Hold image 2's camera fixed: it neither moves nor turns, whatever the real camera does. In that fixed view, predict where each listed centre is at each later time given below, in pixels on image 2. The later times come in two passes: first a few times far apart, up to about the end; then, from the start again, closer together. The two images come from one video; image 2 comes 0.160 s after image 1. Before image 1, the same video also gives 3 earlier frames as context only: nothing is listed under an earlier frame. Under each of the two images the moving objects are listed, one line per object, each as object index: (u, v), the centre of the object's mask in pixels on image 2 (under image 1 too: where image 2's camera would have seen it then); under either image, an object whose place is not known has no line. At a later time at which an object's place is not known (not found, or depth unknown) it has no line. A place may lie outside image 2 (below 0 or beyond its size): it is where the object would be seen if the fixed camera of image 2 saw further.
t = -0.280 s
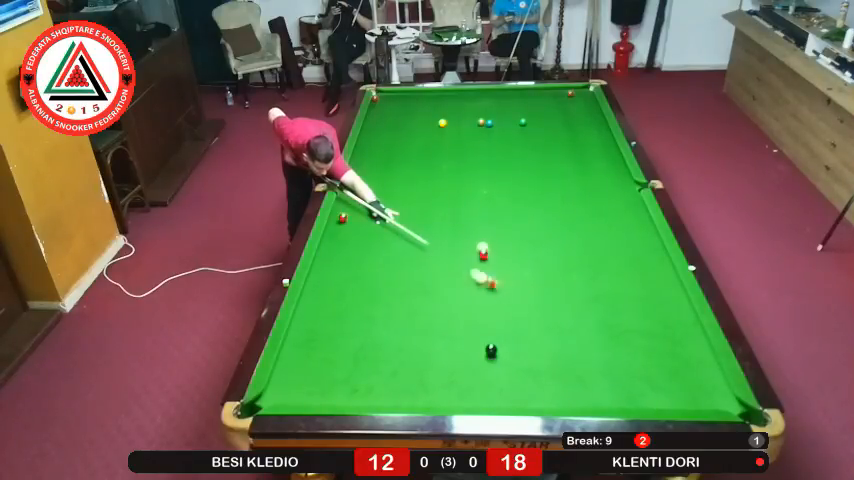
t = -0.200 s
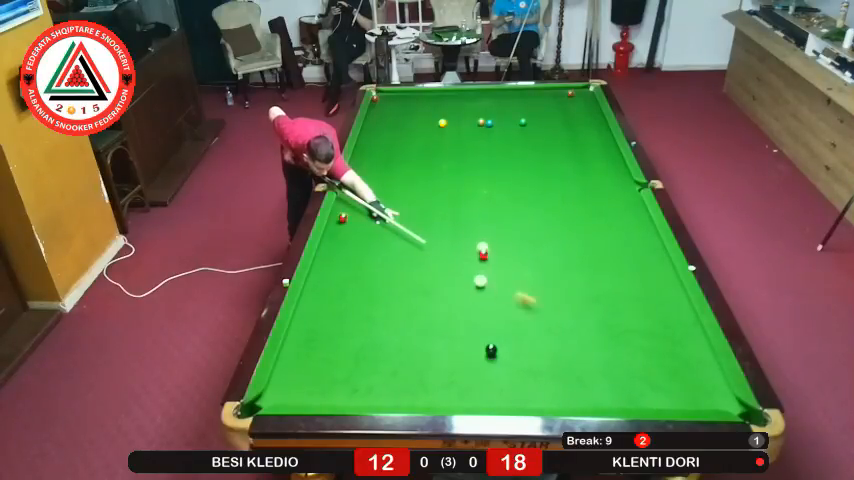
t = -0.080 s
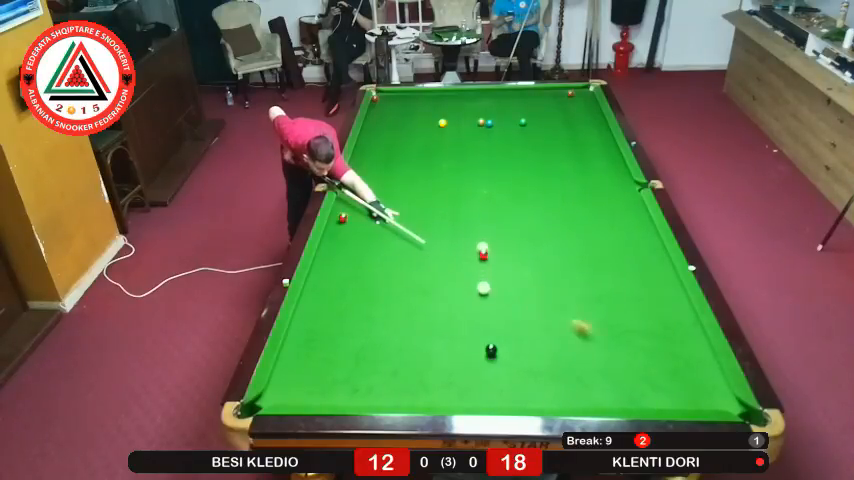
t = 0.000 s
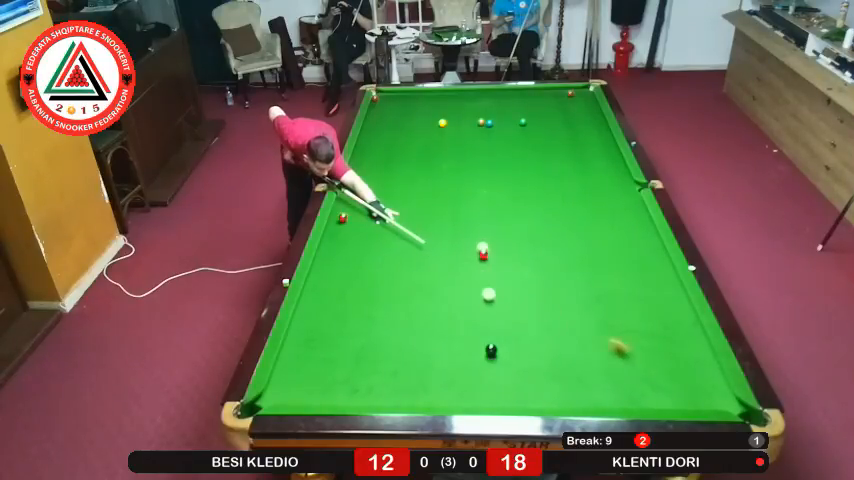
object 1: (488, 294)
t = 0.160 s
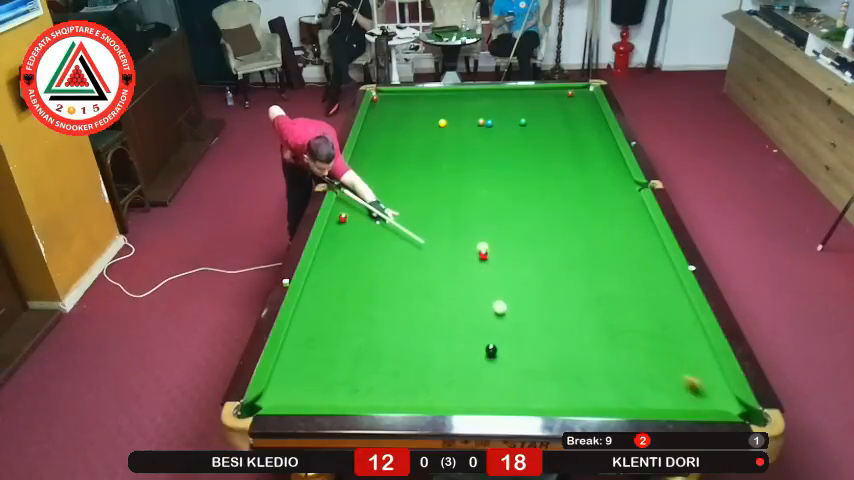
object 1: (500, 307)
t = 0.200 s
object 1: (502, 311)
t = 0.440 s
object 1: (519, 331)
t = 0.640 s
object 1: (534, 350)
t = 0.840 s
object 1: (549, 368)
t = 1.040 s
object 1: (565, 388)
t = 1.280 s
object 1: (580, 396)
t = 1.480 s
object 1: (585, 384)
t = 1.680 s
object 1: (590, 373)
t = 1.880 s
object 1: (594, 363)
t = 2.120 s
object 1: (599, 352)
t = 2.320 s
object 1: (602, 344)
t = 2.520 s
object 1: (605, 338)
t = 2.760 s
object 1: (609, 331)
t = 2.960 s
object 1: (611, 325)
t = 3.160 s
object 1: (613, 321)
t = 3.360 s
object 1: (615, 318)
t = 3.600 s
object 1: (617, 314)
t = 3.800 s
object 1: (617, 312)
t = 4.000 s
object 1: (618, 311)
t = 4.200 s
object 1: (618, 310)
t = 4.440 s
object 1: (618, 309)
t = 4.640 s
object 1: (618, 309)
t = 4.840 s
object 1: (618, 309)
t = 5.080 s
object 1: (618, 309)
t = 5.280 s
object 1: (618, 309)
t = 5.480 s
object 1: (618, 309)
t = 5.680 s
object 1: (618, 309)
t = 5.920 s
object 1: (618, 309)
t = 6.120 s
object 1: (618, 309)
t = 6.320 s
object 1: (618, 309)
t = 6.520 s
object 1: (618, 309)
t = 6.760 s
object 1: (618, 309)
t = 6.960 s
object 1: (618, 309)
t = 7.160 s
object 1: (618, 309)
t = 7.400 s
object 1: (618, 309)
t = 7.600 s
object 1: (618, 309)
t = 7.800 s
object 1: (618, 309)
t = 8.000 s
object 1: (618, 309)
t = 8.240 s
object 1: (618, 309)
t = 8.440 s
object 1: (618, 309)
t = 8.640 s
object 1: (618, 309)
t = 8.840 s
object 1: (618, 309)
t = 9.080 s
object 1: (618, 309)
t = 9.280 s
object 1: (618, 309)
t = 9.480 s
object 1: (618, 309)
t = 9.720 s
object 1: (618, 309)
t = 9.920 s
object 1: (618, 309)
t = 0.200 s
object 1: (502, 311)
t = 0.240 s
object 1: (505, 314)
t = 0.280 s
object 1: (508, 317)
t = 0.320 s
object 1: (511, 321)
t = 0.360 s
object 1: (513, 324)
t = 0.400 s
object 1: (516, 328)
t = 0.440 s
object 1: (519, 331)
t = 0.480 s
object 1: (522, 335)
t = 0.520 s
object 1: (525, 338)
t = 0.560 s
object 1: (528, 342)
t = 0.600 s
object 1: (531, 346)
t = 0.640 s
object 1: (534, 350)
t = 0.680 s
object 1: (537, 353)
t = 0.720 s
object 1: (540, 357)
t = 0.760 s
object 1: (543, 361)
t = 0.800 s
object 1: (546, 364)
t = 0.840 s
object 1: (549, 368)
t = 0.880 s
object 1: (552, 372)
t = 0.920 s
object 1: (556, 376)
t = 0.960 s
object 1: (559, 380)
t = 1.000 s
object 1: (562, 384)
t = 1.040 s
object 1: (565, 388)
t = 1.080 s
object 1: (568, 392)
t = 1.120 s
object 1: (572, 395)
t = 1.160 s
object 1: (575, 398)
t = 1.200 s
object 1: (578, 400)
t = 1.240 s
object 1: (579, 397)
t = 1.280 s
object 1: (580, 396)
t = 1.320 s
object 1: (581, 393)
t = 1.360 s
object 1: (582, 391)
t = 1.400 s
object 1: (583, 389)
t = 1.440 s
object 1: (584, 386)
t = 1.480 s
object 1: (585, 384)
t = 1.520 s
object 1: (586, 381)
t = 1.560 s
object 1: (587, 379)
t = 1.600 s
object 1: (588, 377)
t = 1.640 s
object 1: (589, 375)
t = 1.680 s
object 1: (590, 373)
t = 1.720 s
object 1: (591, 371)
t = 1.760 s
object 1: (592, 369)
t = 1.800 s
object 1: (592, 367)
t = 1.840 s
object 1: (593, 365)
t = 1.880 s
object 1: (594, 363)
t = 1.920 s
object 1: (595, 361)
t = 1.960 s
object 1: (596, 359)
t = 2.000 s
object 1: (596, 357)
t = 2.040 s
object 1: (597, 356)
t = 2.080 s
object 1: (598, 354)
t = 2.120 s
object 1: (599, 352)
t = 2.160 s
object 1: (600, 351)
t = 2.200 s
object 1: (600, 349)
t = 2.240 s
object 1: (601, 347)
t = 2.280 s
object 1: (602, 346)
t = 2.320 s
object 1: (602, 344)
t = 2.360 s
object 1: (603, 343)
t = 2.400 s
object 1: (603, 342)
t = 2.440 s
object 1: (604, 340)
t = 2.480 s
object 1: (605, 339)
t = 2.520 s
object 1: (605, 338)
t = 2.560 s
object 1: (606, 336)
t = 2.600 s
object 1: (607, 335)
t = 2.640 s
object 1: (607, 334)
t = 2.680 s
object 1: (608, 333)
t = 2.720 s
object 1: (608, 332)
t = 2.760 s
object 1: (609, 331)
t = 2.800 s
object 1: (609, 330)
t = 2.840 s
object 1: (610, 329)
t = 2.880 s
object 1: (610, 327)
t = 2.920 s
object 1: (611, 326)
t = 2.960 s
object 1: (611, 325)
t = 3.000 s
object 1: (612, 324)
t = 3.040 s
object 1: (612, 324)
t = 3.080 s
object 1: (612, 323)
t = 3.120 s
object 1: (613, 322)
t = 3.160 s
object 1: (613, 321)
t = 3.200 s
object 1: (613, 320)
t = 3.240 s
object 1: (614, 320)
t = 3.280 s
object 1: (614, 319)
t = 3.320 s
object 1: (614, 318)
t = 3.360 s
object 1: (615, 318)
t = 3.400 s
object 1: (615, 317)
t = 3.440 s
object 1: (615, 316)
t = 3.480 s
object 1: (616, 316)
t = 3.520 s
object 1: (616, 315)
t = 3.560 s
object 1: (616, 315)
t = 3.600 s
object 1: (617, 314)
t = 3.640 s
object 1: (617, 314)
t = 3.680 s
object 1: (617, 313)
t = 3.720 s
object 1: (617, 313)
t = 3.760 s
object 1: (617, 312)
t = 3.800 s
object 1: (617, 312)
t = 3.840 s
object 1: (617, 312)
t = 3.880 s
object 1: (618, 311)
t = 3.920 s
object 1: (618, 311)
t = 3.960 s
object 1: (618, 311)
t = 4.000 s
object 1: (618, 311)
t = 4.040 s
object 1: (618, 310)
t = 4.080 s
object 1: (618, 310)
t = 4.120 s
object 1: (618, 310)
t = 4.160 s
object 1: (618, 310)
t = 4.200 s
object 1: (618, 310)
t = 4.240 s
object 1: (618, 310)
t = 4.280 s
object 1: (618, 310)
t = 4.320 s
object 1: (618, 309)
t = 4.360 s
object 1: (618, 309)
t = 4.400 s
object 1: (618, 309)
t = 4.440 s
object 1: (618, 309)
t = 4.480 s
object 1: (618, 309)
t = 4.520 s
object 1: (618, 309)
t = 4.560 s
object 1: (618, 309)
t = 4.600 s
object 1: (618, 309)
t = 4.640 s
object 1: (618, 309)
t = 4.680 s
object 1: (618, 309)
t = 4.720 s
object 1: (618, 309)
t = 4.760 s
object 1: (618, 309)
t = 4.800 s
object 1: (618, 309)
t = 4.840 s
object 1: (618, 309)
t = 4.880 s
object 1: (618, 309)
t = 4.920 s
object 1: (618, 309)
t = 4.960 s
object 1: (618, 309)
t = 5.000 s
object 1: (618, 309)
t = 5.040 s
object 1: (618, 309)
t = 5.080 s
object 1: (618, 309)
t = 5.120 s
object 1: (618, 309)
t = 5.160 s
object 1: (618, 309)
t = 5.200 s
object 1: (618, 309)
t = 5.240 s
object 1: (618, 309)
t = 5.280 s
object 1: (618, 309)
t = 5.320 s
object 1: (618, 309)
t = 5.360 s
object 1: (618, 309)
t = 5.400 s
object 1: (618, 309)
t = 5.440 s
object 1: (618, 309)
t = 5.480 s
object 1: (618, 309)
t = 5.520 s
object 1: (618, 309)
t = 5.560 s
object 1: (618, 309)
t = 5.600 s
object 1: (618, 309)
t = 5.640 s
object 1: (618, 309)
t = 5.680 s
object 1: (618, 309)
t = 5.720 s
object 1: (618, 309)
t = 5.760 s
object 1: (618, 309)
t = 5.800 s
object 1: (618, 309)
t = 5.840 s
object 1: (618, 309)
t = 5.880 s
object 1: (618, 309)
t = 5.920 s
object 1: (618, 309)
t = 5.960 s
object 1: (618, 309)
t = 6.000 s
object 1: (618, 309)
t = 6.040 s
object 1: (618, 309)
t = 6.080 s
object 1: (618, 309)
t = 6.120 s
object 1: (618, 309)
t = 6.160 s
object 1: (618, 309)
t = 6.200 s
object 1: (618, 309)
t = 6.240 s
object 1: (618, 309)
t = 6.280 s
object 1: (618, 309)
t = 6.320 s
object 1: (618, 309)
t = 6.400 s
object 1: (618, 309)
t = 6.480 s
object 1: (618, 309)
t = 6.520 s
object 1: (618, 309)
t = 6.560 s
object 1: (618, 309)
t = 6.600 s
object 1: (618, 309)
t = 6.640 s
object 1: (618, 309)
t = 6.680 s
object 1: (618, 309)
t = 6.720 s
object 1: (618, 309)
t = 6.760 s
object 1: (618, 309)
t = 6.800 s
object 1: (618, 309)
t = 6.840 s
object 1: (618, 309)
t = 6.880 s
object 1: (618, 309)
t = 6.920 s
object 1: (618, 309)
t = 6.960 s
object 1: (618, 309)
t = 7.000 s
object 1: (618, 309)
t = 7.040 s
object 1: (618, 309)
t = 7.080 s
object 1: (618, 309)
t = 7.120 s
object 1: (618, 309)
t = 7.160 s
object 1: (618, 309)
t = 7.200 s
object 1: (618, 309)
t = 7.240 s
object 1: (618, 309)
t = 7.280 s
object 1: (618, 309)
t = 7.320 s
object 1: (618, 309)
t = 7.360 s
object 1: (618, 309)
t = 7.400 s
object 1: (618, 309)
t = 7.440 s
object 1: (618, 309)
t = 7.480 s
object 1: (618, 309)
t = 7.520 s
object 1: (618, 309)
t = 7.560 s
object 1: (618, 309)
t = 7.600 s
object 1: (618, 309)
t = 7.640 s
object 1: (618, 309)
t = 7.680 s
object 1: (618, 309)
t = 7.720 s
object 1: (618, 309)
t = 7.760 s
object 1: (618, 309)
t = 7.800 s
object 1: (618, 309)
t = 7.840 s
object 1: (618, 309)
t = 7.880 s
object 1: (618, 309)
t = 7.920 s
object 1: (618, 309)
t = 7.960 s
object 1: (618, 309)
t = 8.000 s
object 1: (618, 309)
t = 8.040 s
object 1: (618, 309)
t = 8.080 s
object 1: (618, 309)
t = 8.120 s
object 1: (618, 309)
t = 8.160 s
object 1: (618, 309)
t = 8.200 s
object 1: (618, 309)
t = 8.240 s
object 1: (618, 309)
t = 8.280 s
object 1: (618, 309)
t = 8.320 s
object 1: (618, 309)
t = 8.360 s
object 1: (618, 309)
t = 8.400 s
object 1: (618, 309)
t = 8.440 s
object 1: (618, 309)
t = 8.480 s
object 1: (618, 309)
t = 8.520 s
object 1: (618, 309)
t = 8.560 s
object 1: (618, 309)
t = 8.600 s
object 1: (618, 309)
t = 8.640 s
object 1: (618, 309)
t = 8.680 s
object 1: (618, 309)
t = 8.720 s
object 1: (618, 309)
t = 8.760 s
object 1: (618, 309)
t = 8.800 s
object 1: (618, 309)
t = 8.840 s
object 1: (618, 309)
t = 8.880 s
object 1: (618, 309)
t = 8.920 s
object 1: (618, 309)
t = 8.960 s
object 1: (618, 309)
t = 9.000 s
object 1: (618, 309)
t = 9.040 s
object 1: (618, 309)
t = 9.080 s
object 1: (618, 309)
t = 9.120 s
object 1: (618, 309)
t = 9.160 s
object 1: (618, 309)
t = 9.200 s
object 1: (618, 309)
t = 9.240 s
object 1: (618, 309)
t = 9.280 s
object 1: (618, 309)
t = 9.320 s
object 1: (618, 309)
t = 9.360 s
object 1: (618, 309)
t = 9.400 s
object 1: (618, 309)
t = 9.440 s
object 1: (618, 309)
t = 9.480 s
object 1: (618, 309)
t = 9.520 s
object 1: (618, 309)
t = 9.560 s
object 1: (618, 309)
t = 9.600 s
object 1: (618, 309)
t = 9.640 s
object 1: (618, 309)
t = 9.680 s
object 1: (618, 309)
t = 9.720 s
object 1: (618, 309)
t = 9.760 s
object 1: (618, 309)
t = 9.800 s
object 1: (618, 309)
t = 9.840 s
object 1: (618, 309)
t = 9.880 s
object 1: (618, 309)
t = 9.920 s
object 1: (618, 309)
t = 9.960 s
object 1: (618, 309)
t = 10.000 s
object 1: (618, 309)
